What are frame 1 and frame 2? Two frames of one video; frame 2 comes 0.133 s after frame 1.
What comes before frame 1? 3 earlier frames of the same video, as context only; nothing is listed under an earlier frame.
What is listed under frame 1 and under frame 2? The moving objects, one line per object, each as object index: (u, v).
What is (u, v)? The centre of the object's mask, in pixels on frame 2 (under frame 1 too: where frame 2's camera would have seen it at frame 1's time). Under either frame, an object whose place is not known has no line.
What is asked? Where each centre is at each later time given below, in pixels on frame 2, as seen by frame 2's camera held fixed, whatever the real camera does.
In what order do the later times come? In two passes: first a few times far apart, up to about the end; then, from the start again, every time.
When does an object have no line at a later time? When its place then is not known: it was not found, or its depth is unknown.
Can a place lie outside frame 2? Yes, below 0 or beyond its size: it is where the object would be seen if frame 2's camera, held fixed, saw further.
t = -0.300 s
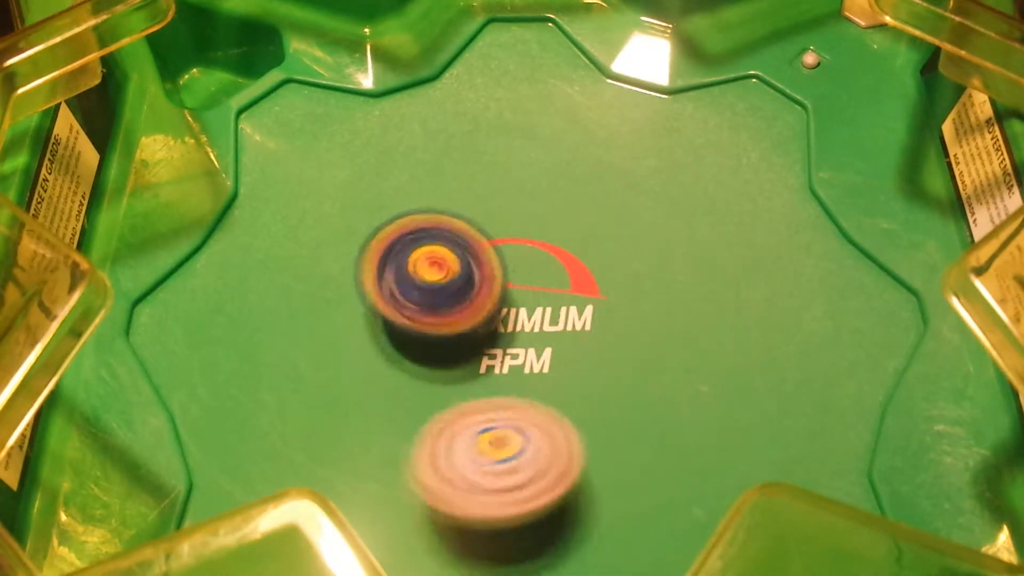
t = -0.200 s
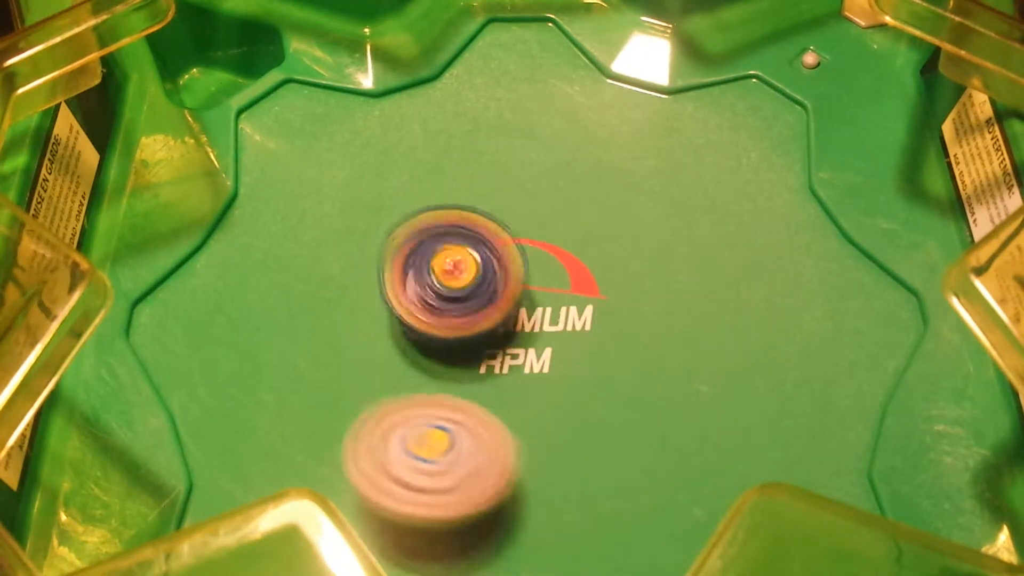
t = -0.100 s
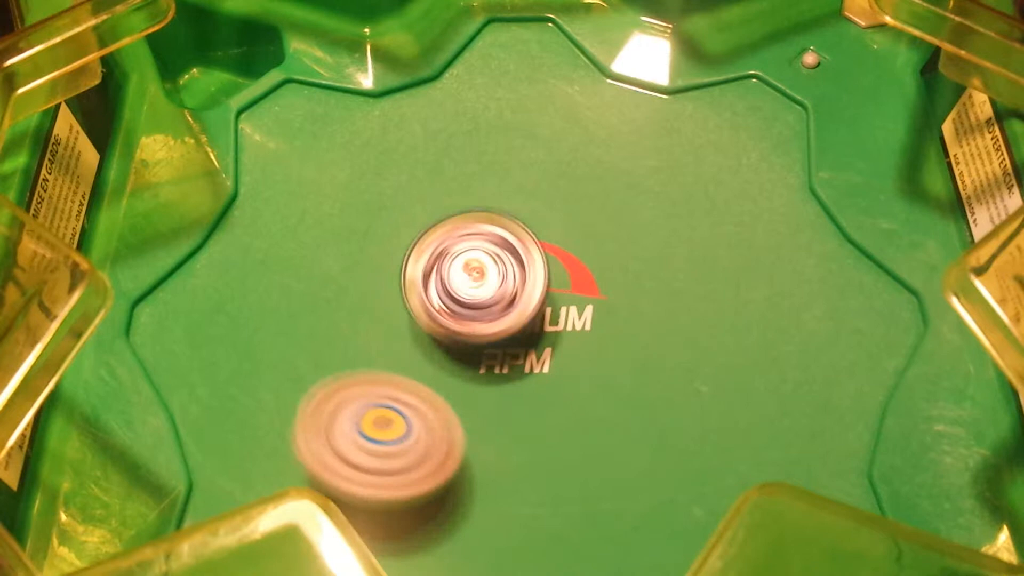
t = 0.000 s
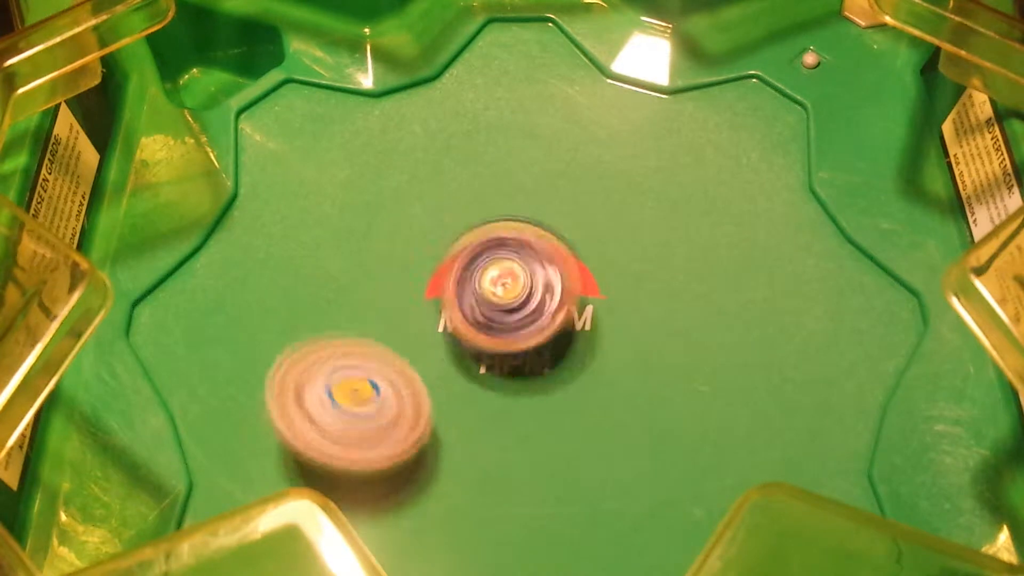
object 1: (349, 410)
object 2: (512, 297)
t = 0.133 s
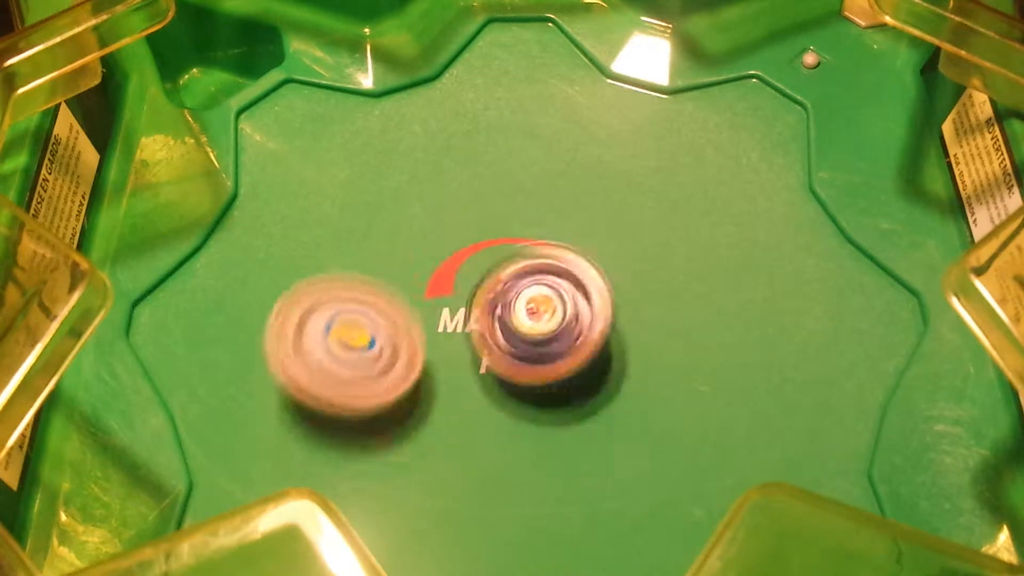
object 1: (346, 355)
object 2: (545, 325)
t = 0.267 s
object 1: (378, 291)
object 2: (562, 360)
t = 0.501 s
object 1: (483, 219)
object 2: (545, 393)
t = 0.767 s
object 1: (633, 220)
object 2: (510, 367)
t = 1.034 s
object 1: (732, 308)
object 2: (538, 313)
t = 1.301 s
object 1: (680, 406)
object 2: (580, 308)
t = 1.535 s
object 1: (535, 437)
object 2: (611, 297)
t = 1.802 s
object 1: (429, 362)
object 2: (624, 291)
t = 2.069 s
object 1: (454, 238)
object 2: (577, 309)
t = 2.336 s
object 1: (559, 201)
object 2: (515, 347)
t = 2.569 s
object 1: (640, 265)
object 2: (463, 412)
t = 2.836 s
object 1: (647, 302)
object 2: (519, 452)
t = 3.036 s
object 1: (559, 310)
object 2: (485, 430)
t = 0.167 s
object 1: (351, 339)
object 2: (549, 330)
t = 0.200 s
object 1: (359, 323)
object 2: (554, 339)
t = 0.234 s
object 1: (367, 306)
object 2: (558, 348)
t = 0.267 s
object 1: (378, 291)
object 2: (562, 360)
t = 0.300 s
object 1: (388, 271)
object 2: (558, 368)
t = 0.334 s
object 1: (400, 260)
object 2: (562, 370)
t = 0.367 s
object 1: (417, 249)
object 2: (561, 377)
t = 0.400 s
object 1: (433, 240)
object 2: (555, 383)
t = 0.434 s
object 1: (449, 231)
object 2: (552, 392)
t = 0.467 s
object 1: (466, 224)
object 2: (544, 394)
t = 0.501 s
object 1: (483, 219)
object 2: (545, 393)
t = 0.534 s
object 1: (503, 215)
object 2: (535, 395)
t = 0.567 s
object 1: (521, 210)
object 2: (527, 395)
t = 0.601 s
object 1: (540, 208)
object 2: (525, 394)
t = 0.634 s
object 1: (559, 205)
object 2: (516, 391)
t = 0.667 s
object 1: (578, 209)
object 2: (514, 384)
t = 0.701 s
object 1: (598, 212)
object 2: (511, 381)
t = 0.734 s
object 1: (617, 215)
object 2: (507, 373)
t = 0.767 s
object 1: (633, 220)
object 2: (510, 367)
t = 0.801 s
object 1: (651, 226)
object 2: (504, 359)
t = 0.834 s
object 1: (667, 235)
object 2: (507, 351)
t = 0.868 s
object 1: (682, 246)
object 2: (510, 347)
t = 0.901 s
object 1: (697, 256)
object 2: (509, 337)
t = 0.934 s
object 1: (709, 267)
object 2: (515, 329)
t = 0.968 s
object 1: (720, 280)
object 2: (518, 324)
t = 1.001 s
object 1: (727, 291)
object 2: (531, 315)
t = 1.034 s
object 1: (732, 308)
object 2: (538, 313)
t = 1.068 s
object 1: (737, 324)
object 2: (536, 309)
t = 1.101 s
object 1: (736, 338)
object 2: (545, 307)
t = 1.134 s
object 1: (735, 353)
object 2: (549, 305)
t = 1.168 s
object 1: (730, 366)
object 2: (562, 301)
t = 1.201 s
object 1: (722, 382)
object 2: (572, 305)
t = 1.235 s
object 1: (710, 384)
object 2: (572, 307)
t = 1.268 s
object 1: (696, 394)
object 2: (577, 306)
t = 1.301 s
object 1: (680, 406)
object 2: (580, 308)
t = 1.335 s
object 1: (663, 414)
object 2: (585, 308)
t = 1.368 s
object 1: (642, 424)
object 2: (593, 309)
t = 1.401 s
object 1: (622, 432)
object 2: (598, 307)
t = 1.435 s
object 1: (596, 441)
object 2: (607, 303)
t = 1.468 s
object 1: (574, 442)
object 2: (612, 300)
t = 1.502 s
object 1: (552, 440)
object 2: (613, 301)
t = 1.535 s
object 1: (535, 437)
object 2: (611, 297)
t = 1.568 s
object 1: (516, 433)
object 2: (610, 295)
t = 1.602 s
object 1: (498, 427)
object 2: (608, 289)
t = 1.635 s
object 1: (481, 418)
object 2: (621, 285)
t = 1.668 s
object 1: (467, 407)
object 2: (629, 288)
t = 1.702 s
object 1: (454, 394)
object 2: (627, 291)
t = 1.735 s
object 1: (443, 381)
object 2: (624, 285)
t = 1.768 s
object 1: (433, 371)
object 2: (628, 288)
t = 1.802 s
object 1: (429, 362)
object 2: (624, 291)
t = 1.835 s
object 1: (426, 346)
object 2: (623, 296)
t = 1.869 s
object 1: (423, 328)
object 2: (614, 304)
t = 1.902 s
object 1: (424, 313)
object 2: (603, 304)
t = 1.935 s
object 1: (427, 297)
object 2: (600, 300)
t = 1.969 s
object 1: (432, 284)
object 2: (598, 307)
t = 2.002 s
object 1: (437, 269)
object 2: (591, 307)
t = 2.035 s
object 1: (446, 251)
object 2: (585, 304)
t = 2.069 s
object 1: (454, 238)
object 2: (577, 309)
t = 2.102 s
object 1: (457, 223)
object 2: (565, 308)
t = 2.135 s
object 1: (466, 212)
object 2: (562, 307)
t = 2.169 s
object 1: (478, 203)
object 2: (557, 313)
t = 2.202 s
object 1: (492, 196)
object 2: (551, 319)
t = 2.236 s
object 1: (507, 193)
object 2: (542, 329)
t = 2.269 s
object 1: (526, 194)
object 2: (534, 337)
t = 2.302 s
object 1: (543, 197)
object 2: (523, 340)
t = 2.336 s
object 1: (559, 201)
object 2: (515, 347)
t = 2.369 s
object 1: (577, 202)
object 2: (510, 350)
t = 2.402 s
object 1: (592, 212)
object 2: (501, 356)
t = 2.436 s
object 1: (605, 217)
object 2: (491, 364)
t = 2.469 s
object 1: (616, 229)
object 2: (476, 373)
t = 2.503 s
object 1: (627, 239)
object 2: (470, 385)
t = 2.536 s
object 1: (635, 253)
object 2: (465, 398)
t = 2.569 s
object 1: (640, 265)
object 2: (463, 412)
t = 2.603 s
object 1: (642, 276)
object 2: (469, 426)
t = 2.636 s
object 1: (642, 289)
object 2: (485, 439)
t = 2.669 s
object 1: (640, 303)
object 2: (507, 445)
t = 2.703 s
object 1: (635, 313)
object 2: (529, 443)
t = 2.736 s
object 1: (635, 318)
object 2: (538, 445)
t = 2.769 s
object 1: (644, 311)
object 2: (530, 453)
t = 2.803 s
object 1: (648, 306)
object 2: (523, 454)
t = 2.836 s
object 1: (647, 302)
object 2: (519, 452)
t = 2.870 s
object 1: (638, 303)
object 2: (514, 450)
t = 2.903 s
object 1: (627, 311)
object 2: (509, 449)
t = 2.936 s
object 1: (606, 310)
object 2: (499, 440)
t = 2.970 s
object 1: (589, 311)
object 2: (494, 437)
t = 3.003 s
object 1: (576, 312)
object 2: (490, 434)
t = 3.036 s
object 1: (559, 310)
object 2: (485, 430)
